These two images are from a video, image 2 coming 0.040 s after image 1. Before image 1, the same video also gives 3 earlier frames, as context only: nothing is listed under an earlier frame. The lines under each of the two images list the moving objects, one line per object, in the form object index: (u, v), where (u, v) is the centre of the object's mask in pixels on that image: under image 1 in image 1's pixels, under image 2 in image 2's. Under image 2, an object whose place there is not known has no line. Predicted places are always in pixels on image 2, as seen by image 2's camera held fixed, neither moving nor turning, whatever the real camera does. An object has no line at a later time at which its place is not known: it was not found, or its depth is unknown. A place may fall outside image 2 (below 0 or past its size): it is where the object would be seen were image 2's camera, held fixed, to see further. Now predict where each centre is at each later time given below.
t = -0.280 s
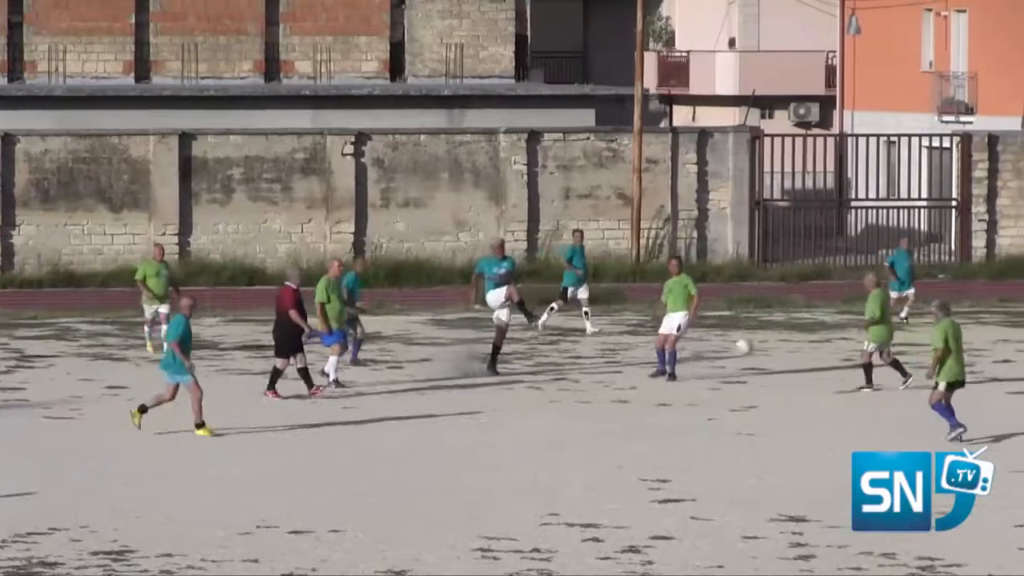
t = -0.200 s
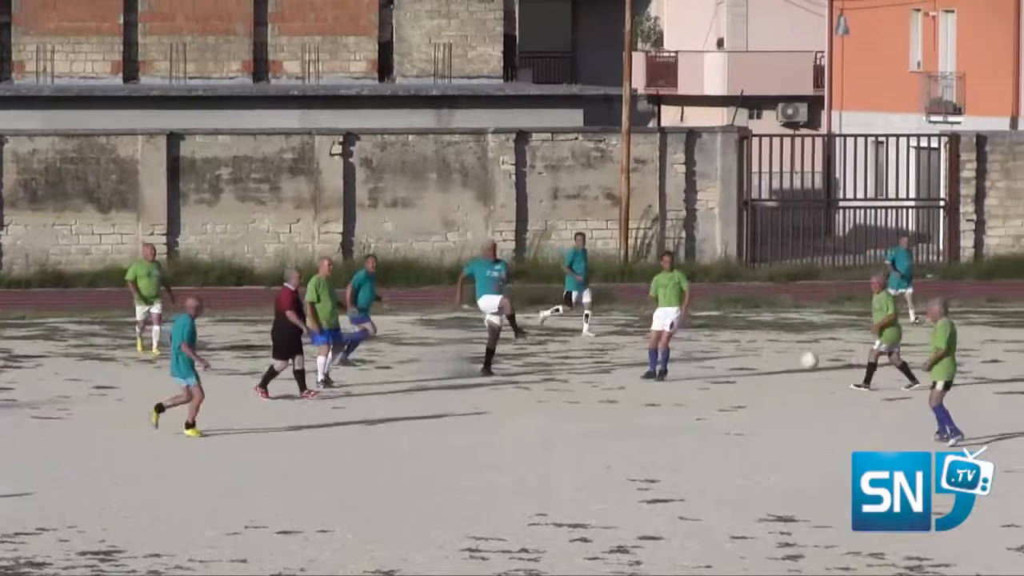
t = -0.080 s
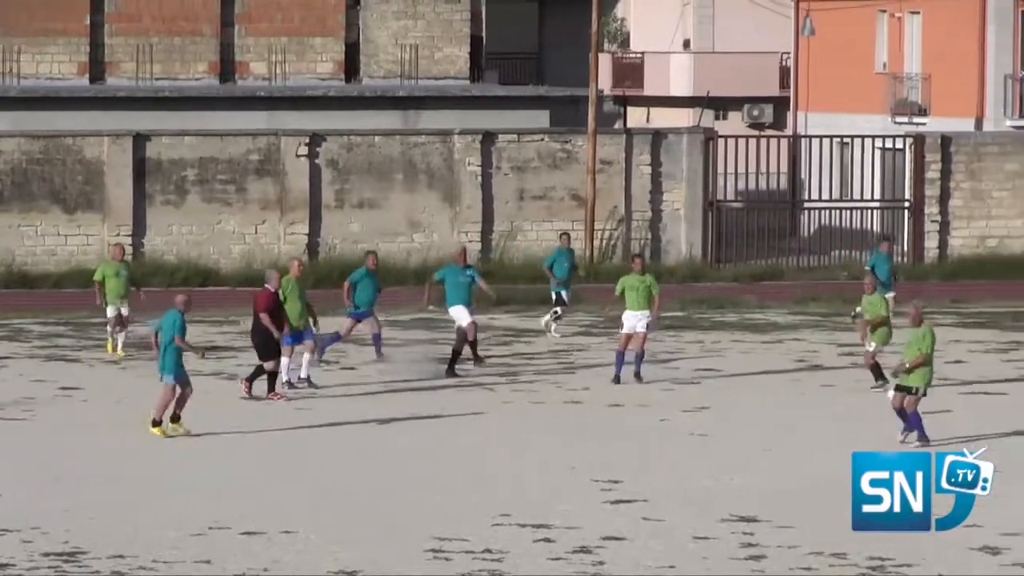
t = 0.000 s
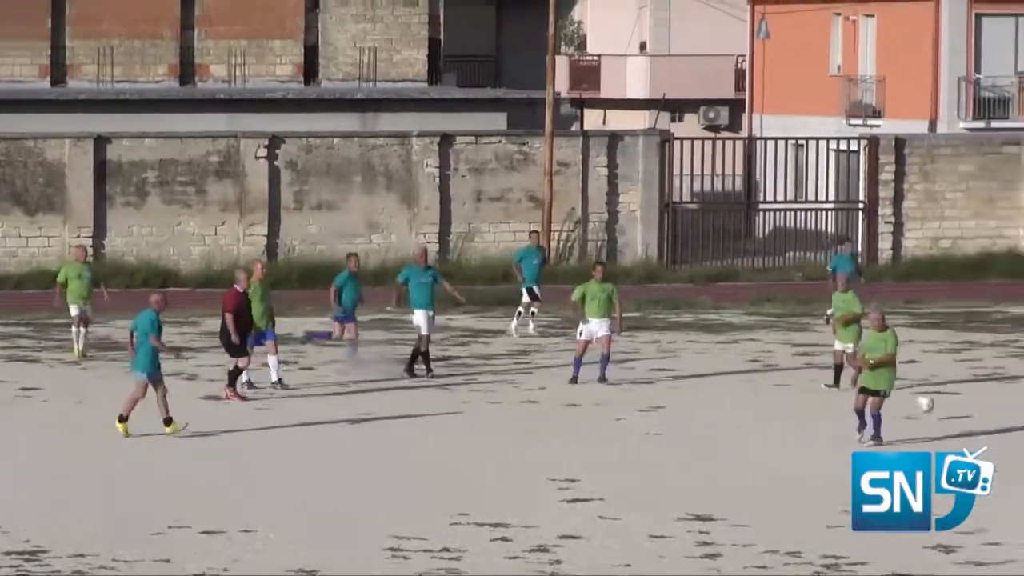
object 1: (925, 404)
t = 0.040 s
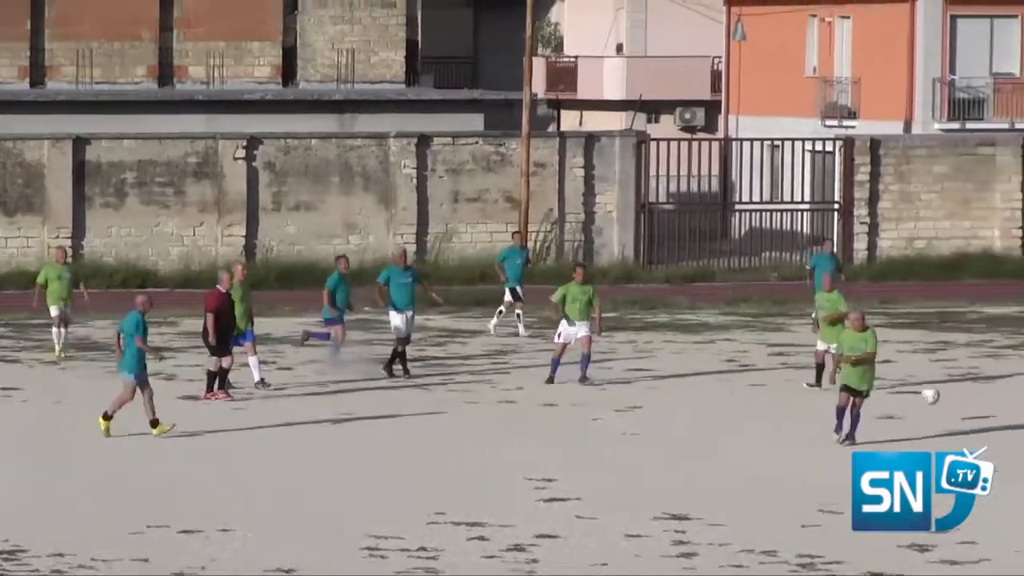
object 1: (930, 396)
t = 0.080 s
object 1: (963, 389)
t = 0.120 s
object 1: (998, 383)
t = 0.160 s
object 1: (1032, 383)
